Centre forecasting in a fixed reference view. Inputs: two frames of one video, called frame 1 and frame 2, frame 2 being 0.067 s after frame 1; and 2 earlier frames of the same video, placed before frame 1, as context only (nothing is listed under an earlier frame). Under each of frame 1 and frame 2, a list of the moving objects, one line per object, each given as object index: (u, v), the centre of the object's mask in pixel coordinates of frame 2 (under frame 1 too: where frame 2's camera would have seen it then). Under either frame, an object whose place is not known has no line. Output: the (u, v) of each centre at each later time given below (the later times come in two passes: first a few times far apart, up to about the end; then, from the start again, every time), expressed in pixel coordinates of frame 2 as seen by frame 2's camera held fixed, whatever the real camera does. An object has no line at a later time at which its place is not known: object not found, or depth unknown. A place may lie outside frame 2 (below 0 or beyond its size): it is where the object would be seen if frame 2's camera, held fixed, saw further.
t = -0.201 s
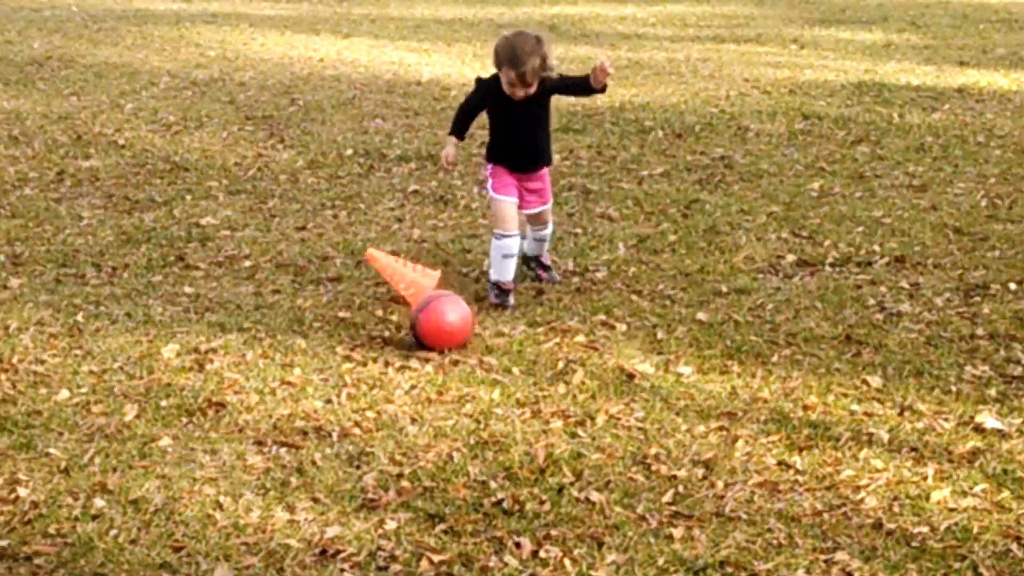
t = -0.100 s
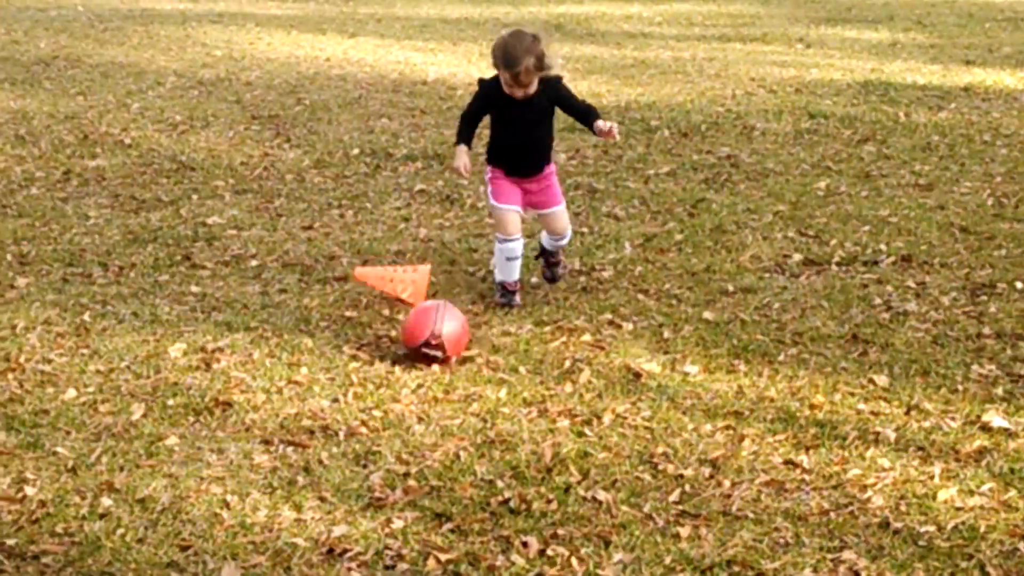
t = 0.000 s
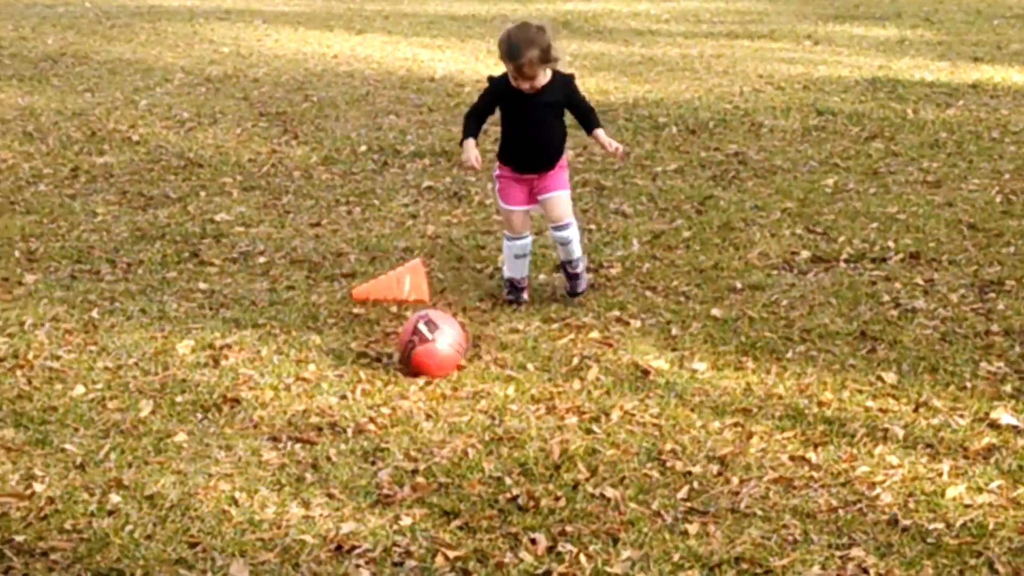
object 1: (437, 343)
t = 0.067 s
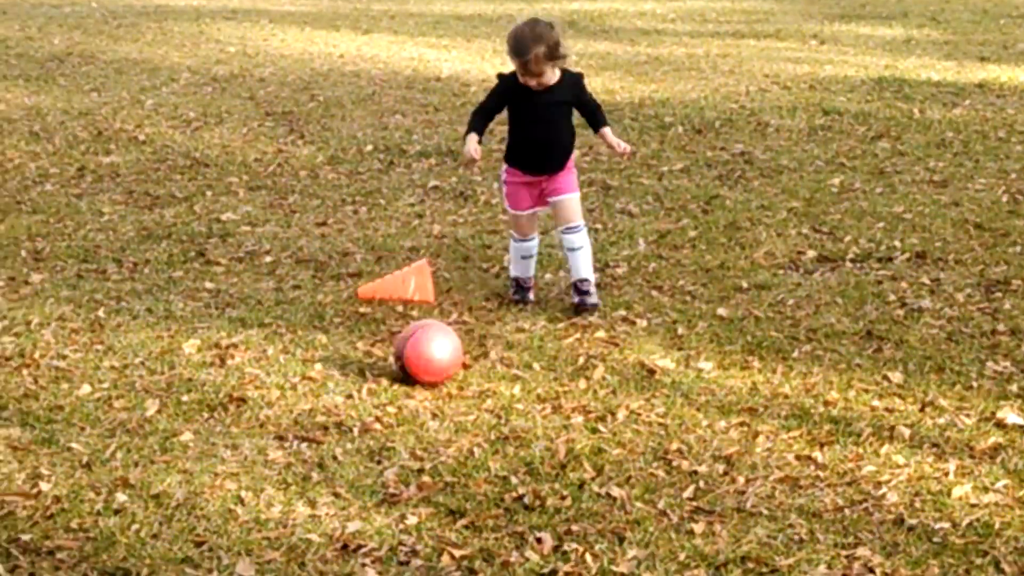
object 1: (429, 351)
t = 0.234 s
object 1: (407, 374)
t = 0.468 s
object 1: (379, 403)
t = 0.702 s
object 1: (359, 434)
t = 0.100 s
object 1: (423, 359)
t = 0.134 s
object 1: (419, 362)
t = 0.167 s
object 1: (415, 366)
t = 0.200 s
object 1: (413, 367)
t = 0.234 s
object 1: (407, 374)
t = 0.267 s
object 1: (404, 378)
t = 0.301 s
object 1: (401, 382)
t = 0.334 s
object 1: (396, 387)
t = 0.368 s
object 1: (392, 390)
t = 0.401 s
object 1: (388, 393)
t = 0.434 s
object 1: (383, 399)
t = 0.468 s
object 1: (379, 403)
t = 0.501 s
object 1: (375, 408)
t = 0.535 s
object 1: (372, 412)
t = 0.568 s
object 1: (371, 412)
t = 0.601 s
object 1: (369, 417)
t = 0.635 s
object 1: (366, 426)
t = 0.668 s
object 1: (363, 431)
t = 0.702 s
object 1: (359, 434)
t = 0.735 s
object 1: (356, 439)
